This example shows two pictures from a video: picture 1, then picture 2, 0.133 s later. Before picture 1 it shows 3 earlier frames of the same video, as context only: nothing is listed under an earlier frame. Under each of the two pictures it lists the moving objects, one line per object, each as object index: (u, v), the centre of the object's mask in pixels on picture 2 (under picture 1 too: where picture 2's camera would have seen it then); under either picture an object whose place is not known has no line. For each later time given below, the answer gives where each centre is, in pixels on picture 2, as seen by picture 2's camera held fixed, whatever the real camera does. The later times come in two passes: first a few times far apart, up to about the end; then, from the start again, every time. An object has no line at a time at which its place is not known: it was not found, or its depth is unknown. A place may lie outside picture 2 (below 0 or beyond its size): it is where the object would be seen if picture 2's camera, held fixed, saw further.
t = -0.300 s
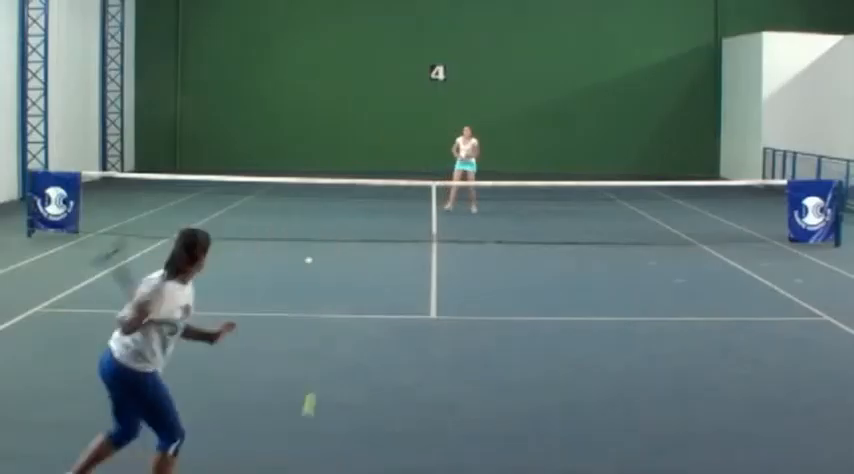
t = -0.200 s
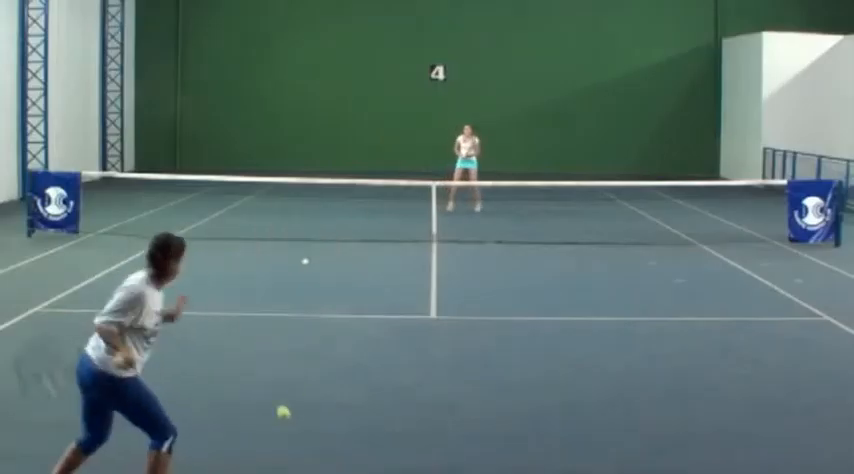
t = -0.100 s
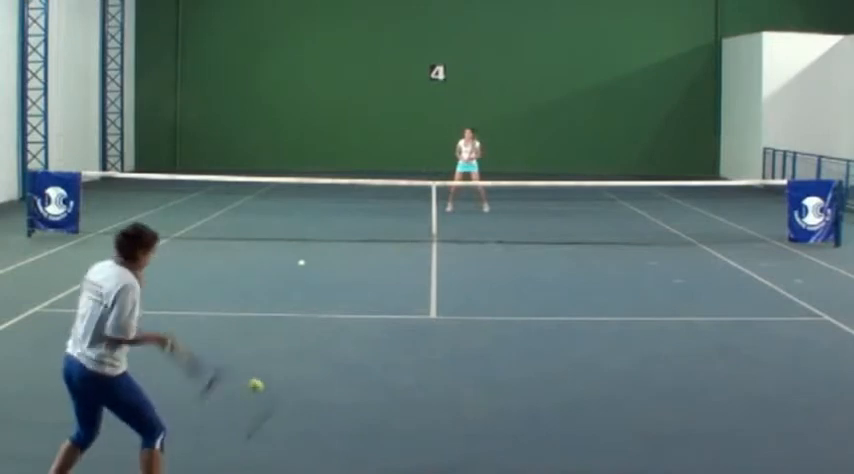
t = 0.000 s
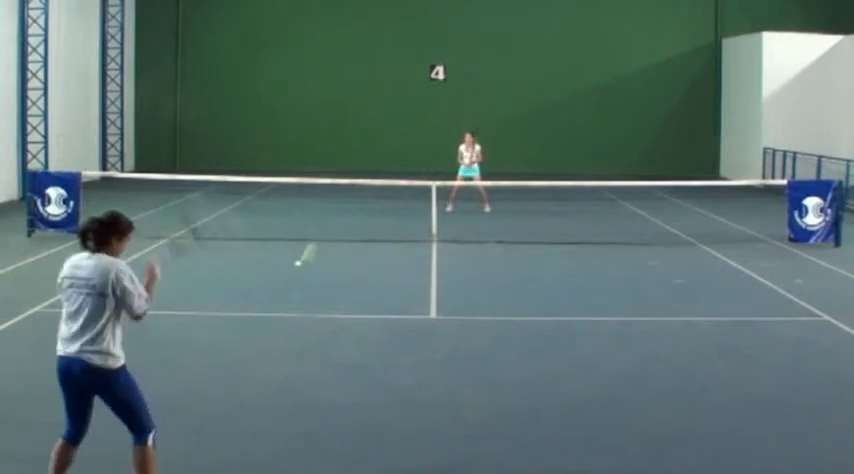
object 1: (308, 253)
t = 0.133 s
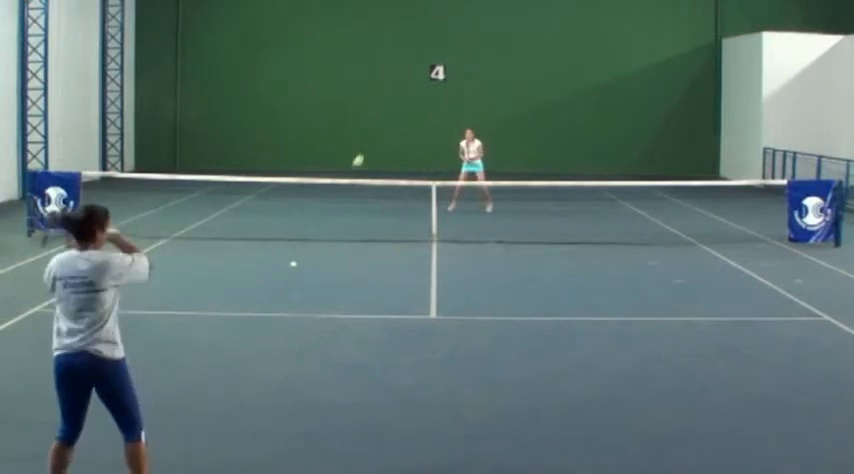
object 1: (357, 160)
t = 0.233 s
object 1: (381, 128)
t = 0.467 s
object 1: (413, 111)
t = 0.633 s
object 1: (426, 123)
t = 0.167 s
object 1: (367, 147)
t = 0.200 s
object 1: (374, 136)
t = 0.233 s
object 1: (381, 128)
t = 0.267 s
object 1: (387, 121)
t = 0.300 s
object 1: (393, 116)
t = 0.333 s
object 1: (398, 113)
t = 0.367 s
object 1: (402, 111)
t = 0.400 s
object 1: (406, 110)
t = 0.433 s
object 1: (410, 109)
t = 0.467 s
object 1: (413, 111)
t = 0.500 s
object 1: (416, 112)
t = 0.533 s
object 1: (419, 114)
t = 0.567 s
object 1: (422, 116)
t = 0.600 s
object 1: (424, 120)
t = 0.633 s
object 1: (426, 123)
